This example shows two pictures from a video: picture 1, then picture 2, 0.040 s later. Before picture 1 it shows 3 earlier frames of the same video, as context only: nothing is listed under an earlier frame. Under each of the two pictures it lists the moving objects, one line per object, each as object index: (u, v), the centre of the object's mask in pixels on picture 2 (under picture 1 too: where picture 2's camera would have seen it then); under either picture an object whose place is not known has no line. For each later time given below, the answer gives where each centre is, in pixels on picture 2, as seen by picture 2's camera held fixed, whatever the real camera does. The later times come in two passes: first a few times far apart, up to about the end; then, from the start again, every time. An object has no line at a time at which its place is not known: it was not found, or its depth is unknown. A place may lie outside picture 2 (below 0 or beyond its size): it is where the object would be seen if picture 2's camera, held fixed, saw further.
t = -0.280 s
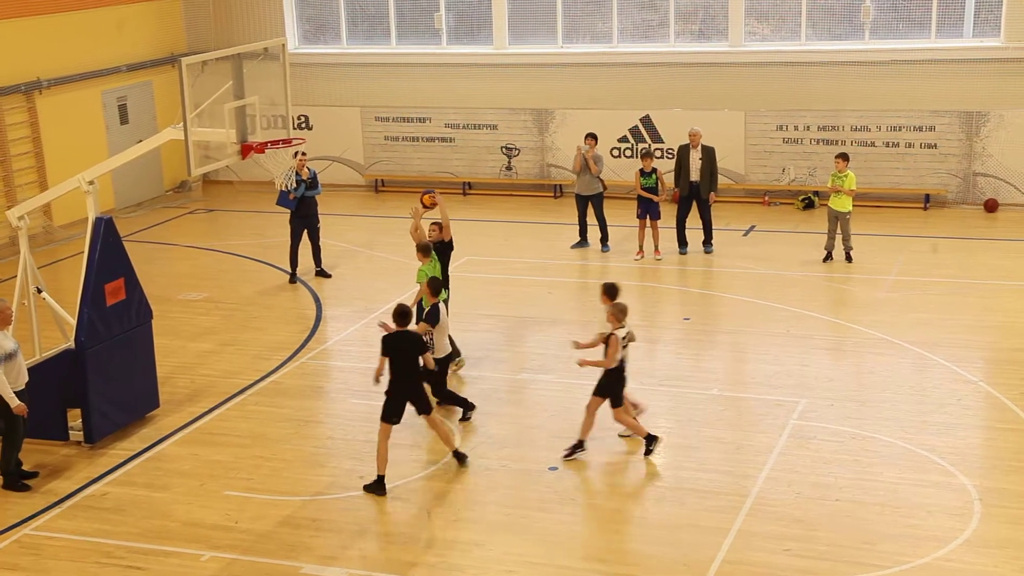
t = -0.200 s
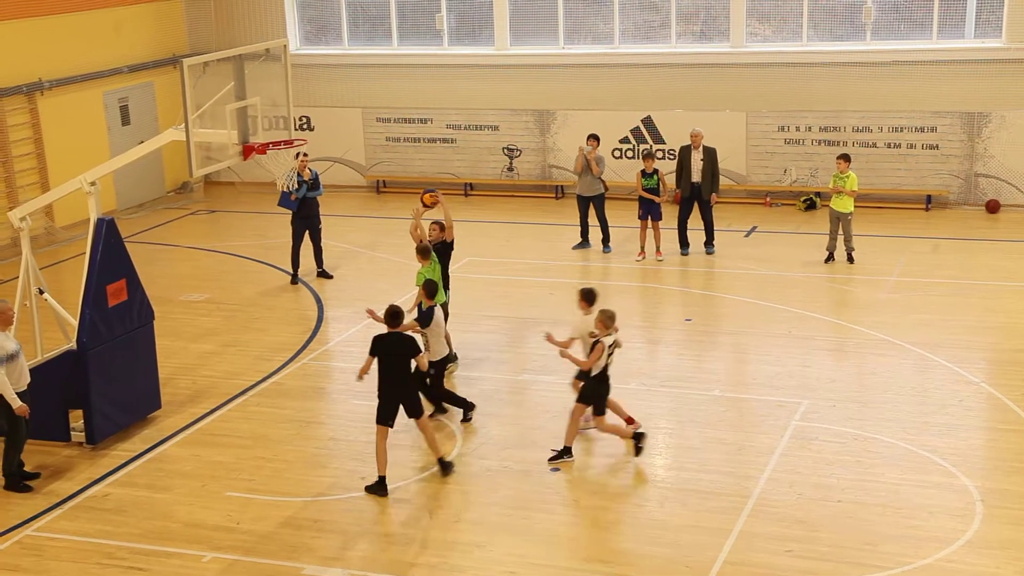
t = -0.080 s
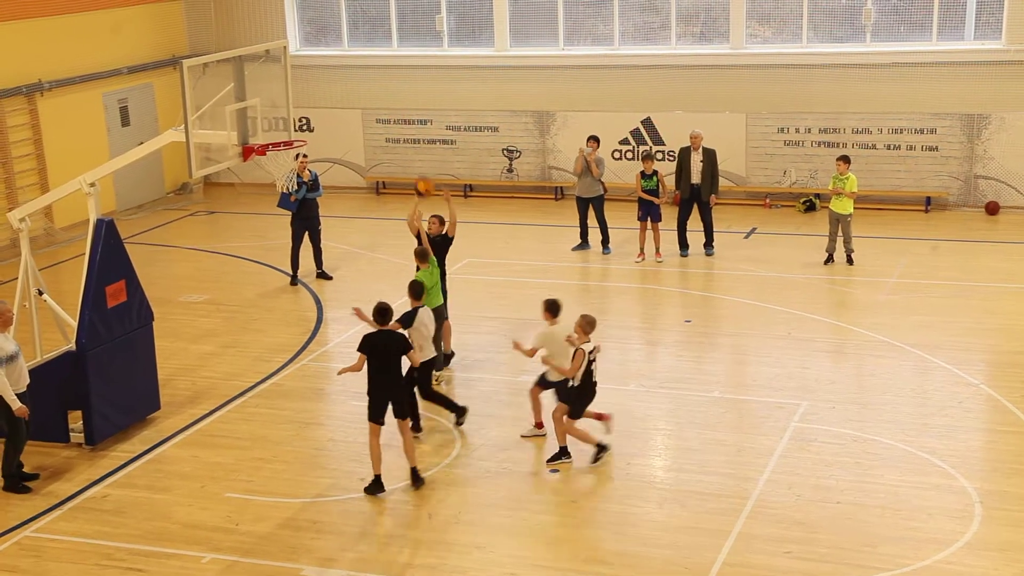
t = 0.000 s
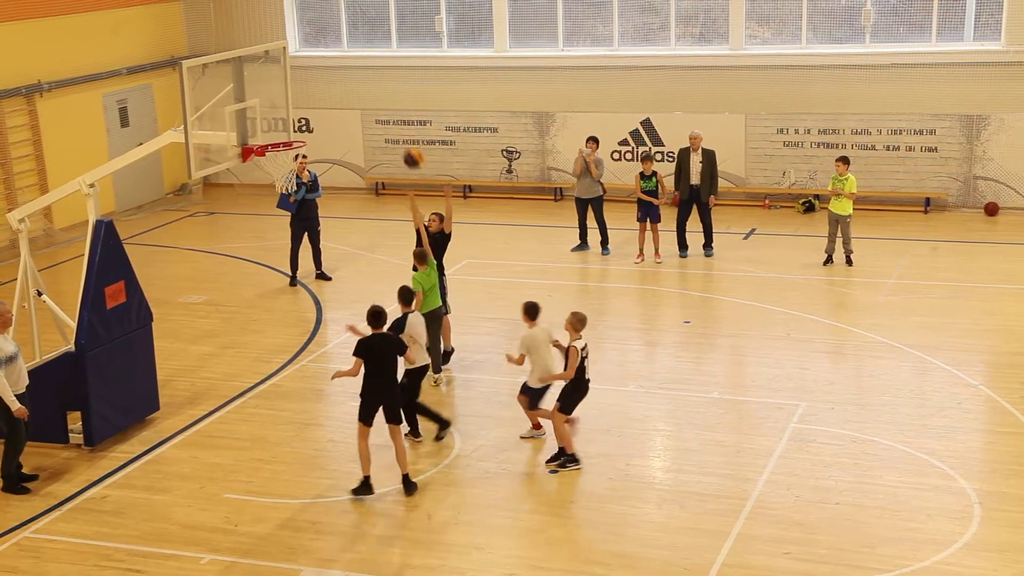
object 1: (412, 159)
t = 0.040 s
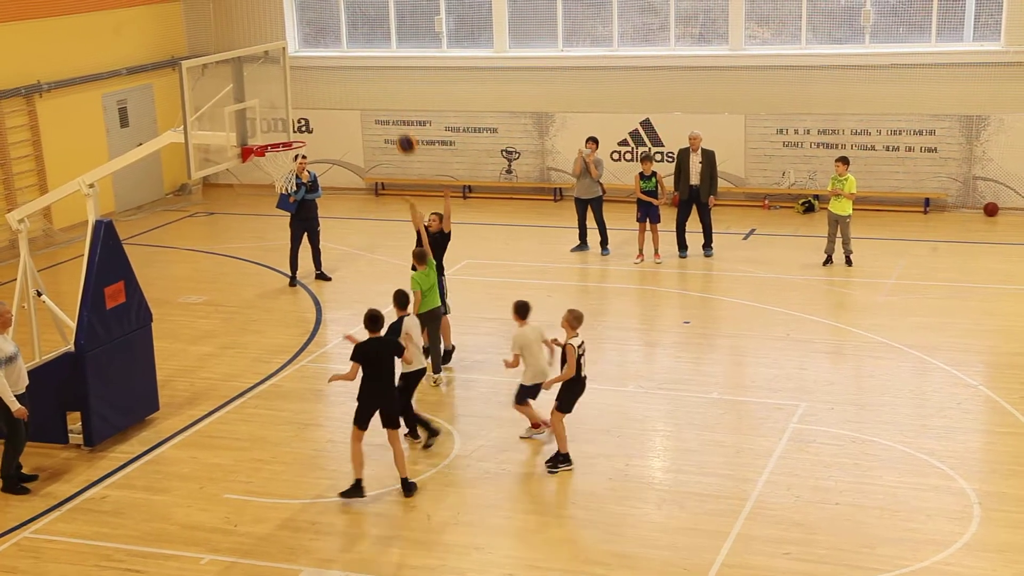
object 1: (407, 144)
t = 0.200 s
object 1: (382, 98)
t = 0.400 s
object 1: (351, 69)
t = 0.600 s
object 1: (322, 77)
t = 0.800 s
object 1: (293, 127)
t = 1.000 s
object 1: (291, 104)
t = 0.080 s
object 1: (400, 131)
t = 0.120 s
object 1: (395, 119)
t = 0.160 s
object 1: (388, 107)
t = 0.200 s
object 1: (382, 98)
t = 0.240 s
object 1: (376, 90)
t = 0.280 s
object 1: (370, 82)
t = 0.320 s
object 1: (364, 76)
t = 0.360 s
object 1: (358, 72)
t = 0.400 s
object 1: (351, 69)
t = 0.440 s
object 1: (346, 67)
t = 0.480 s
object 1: (340, 67)
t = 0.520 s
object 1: (334, 69)
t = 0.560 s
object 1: (328, 72)
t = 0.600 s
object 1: (322, 77)
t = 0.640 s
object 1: (316, 84)
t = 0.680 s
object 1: (310, 91)
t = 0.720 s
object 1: (304, 102)
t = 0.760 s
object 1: (298, 114)
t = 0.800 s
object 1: (293, 127)
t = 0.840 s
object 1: (291, 126)
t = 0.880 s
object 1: (291, 119)
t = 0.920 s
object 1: (291, 112)
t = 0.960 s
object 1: (291, 107)
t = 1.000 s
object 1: (291, 104)
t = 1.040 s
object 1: (292, 103)
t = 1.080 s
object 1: (292, 103)
